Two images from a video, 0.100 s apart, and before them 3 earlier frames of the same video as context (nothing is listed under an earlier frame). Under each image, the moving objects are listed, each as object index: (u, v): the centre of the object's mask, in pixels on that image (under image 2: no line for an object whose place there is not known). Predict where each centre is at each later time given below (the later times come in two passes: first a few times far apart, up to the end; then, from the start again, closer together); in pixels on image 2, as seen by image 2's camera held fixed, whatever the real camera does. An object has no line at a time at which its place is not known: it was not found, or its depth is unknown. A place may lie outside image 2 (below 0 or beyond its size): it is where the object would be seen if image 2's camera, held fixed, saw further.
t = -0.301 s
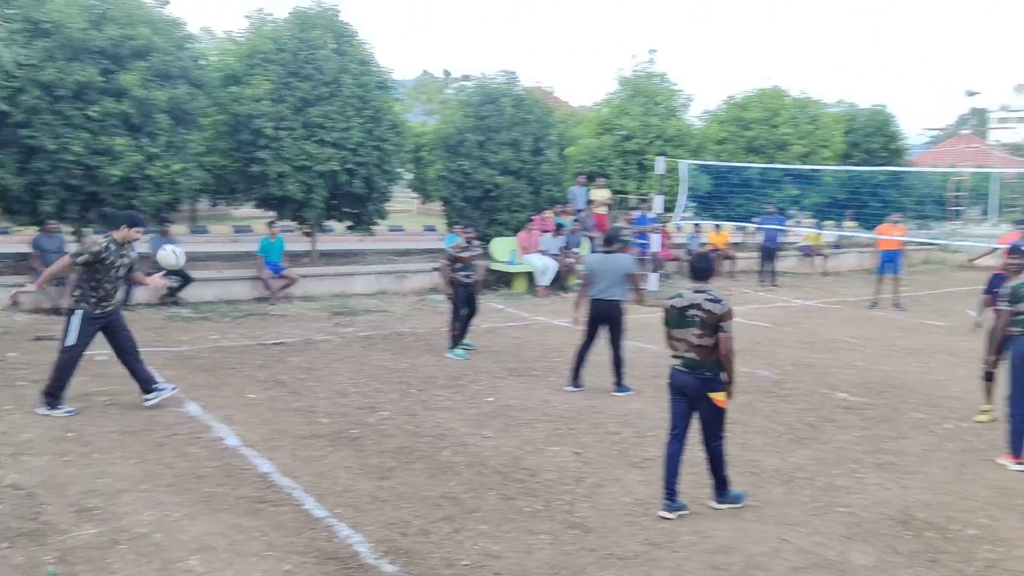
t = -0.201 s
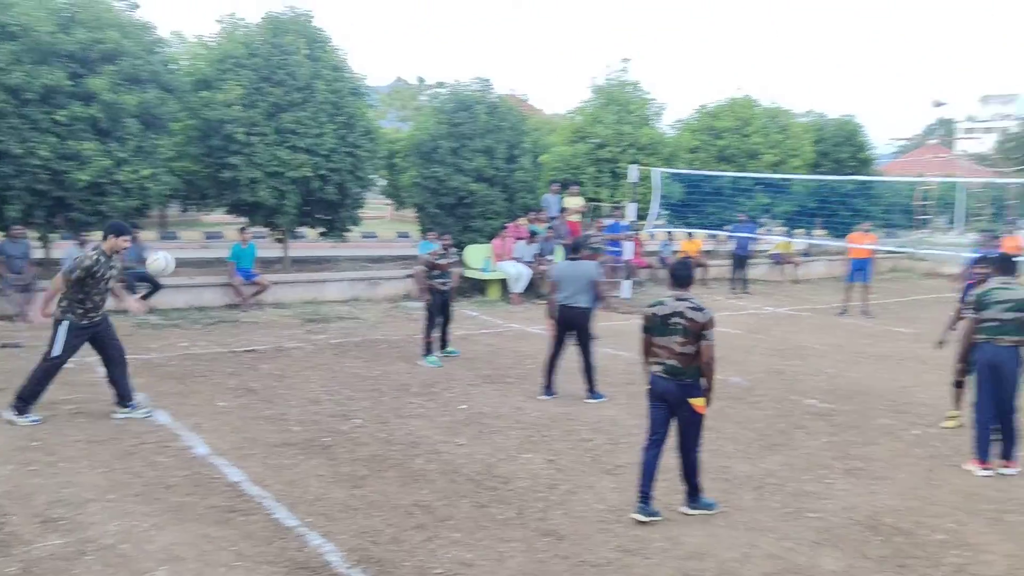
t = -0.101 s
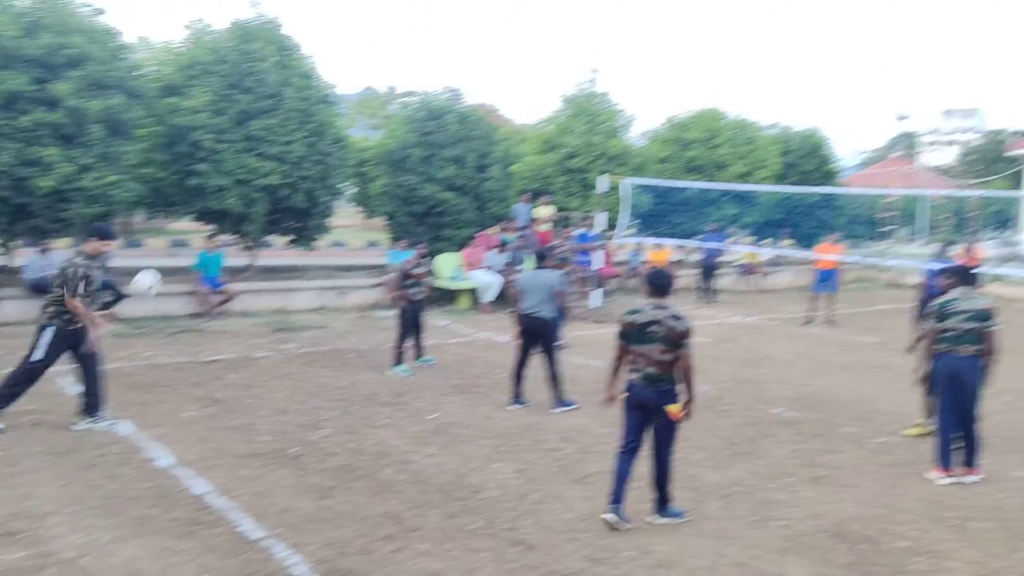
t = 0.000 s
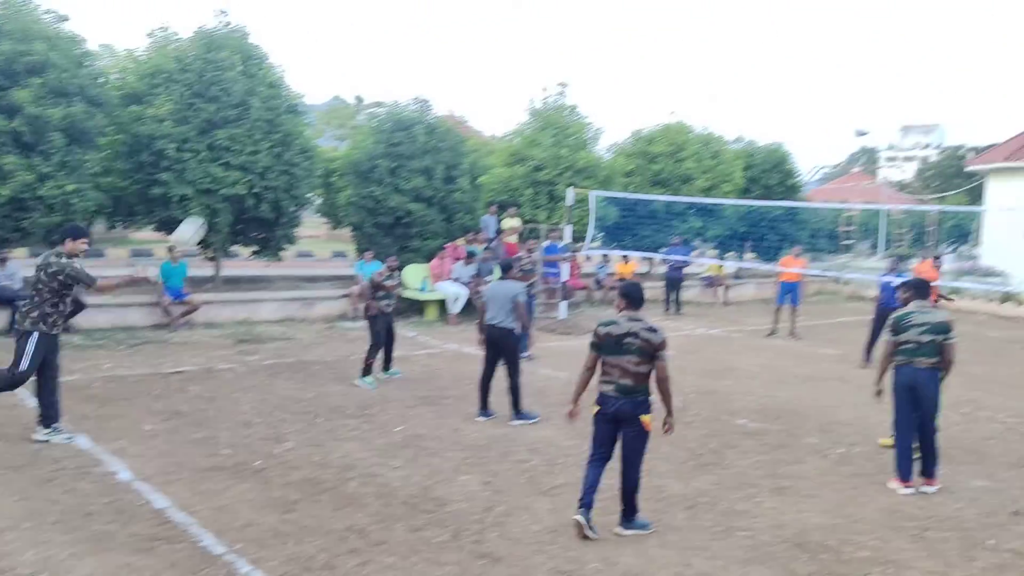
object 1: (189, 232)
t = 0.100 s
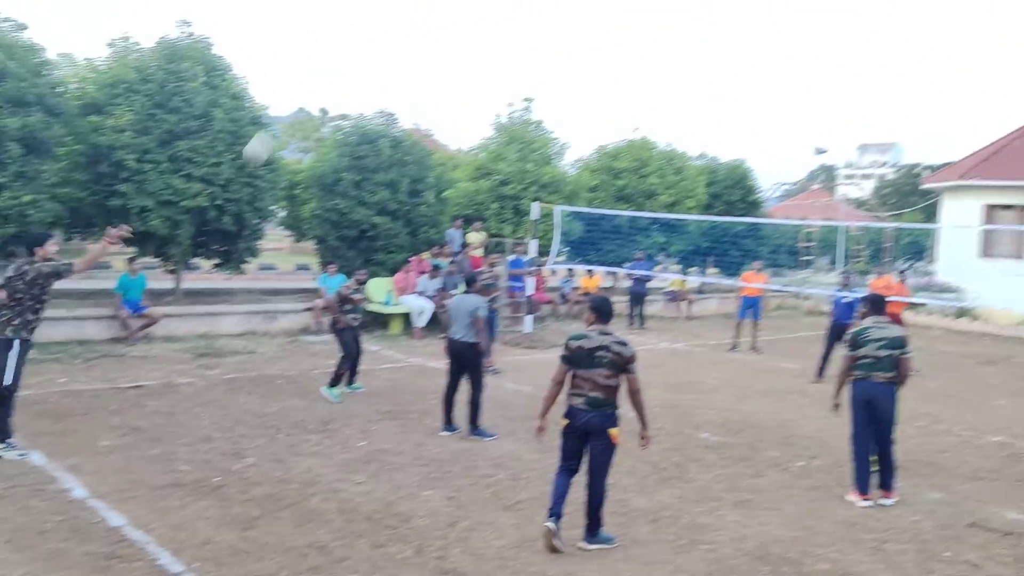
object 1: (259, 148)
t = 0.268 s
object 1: (415, 31)
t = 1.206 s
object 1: (870, 1)
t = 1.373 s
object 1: (911, 53)
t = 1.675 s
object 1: (967, 165)
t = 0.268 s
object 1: (415, 31)
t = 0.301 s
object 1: (442, 13)
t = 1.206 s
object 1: (870, 1)
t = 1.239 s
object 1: (879, 11)
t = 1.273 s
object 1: (887, 21)
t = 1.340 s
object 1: (903, 42)
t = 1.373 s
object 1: (911, 53)
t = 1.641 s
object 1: (962, 152)
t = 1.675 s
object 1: (967, 165)
